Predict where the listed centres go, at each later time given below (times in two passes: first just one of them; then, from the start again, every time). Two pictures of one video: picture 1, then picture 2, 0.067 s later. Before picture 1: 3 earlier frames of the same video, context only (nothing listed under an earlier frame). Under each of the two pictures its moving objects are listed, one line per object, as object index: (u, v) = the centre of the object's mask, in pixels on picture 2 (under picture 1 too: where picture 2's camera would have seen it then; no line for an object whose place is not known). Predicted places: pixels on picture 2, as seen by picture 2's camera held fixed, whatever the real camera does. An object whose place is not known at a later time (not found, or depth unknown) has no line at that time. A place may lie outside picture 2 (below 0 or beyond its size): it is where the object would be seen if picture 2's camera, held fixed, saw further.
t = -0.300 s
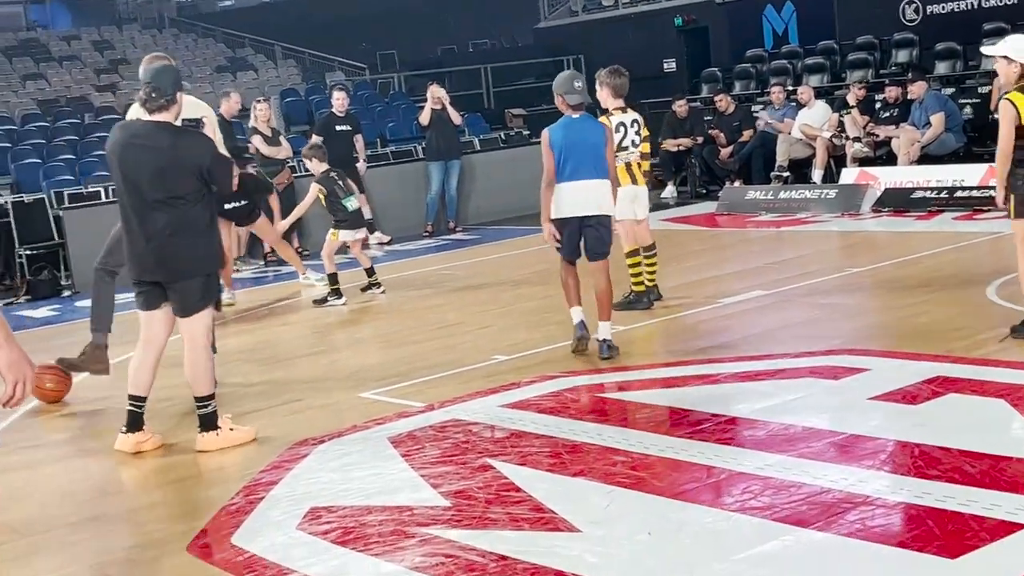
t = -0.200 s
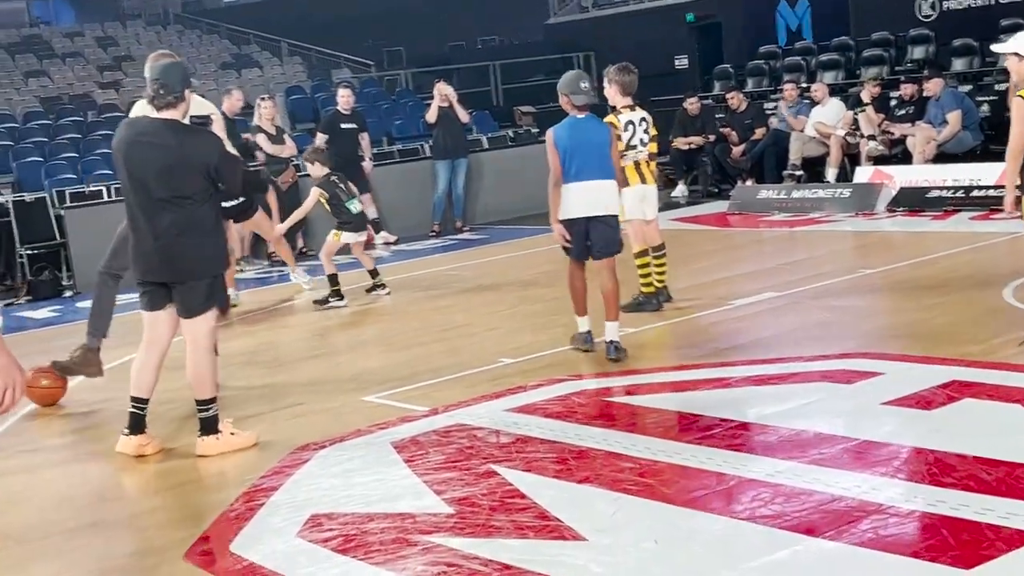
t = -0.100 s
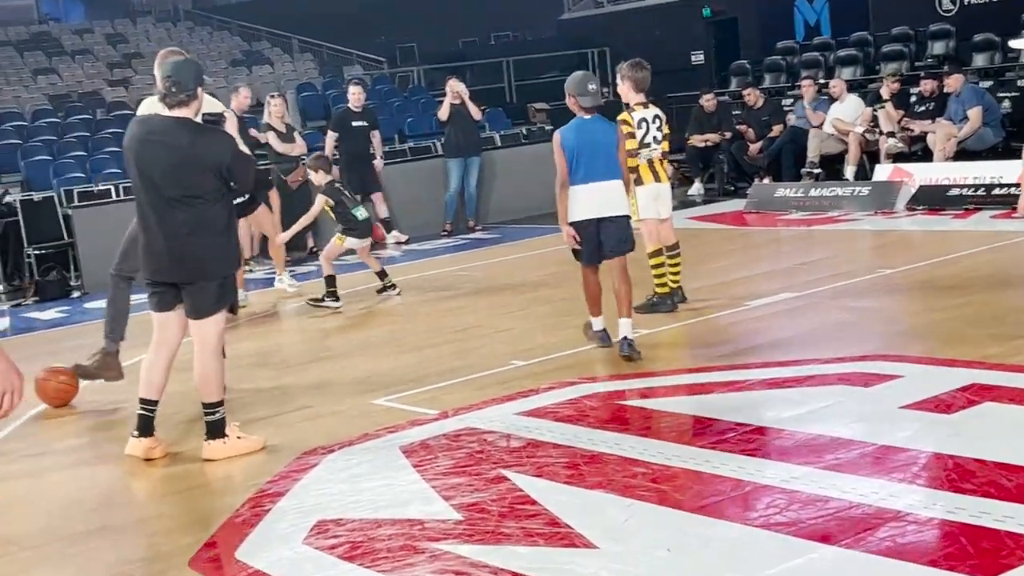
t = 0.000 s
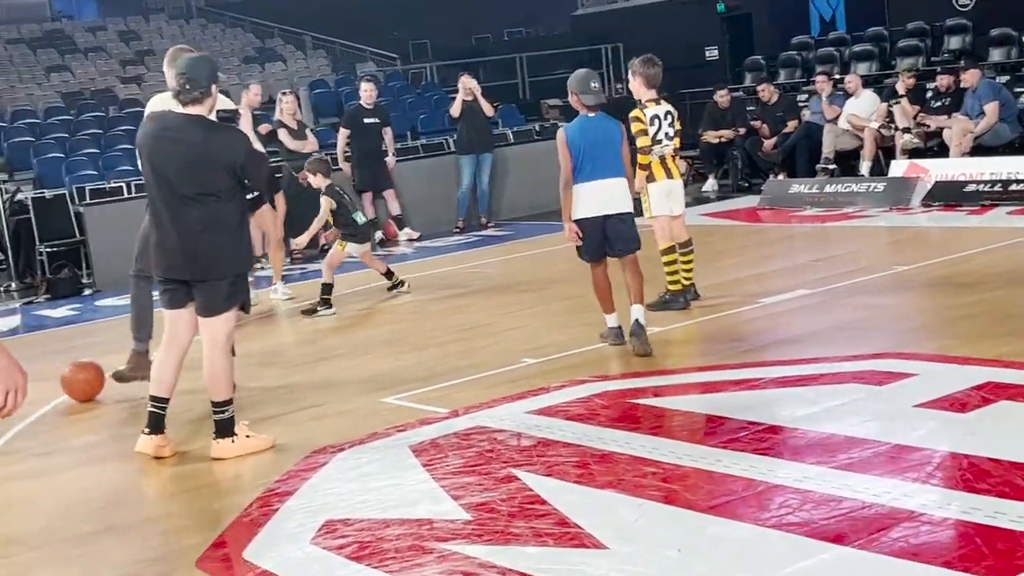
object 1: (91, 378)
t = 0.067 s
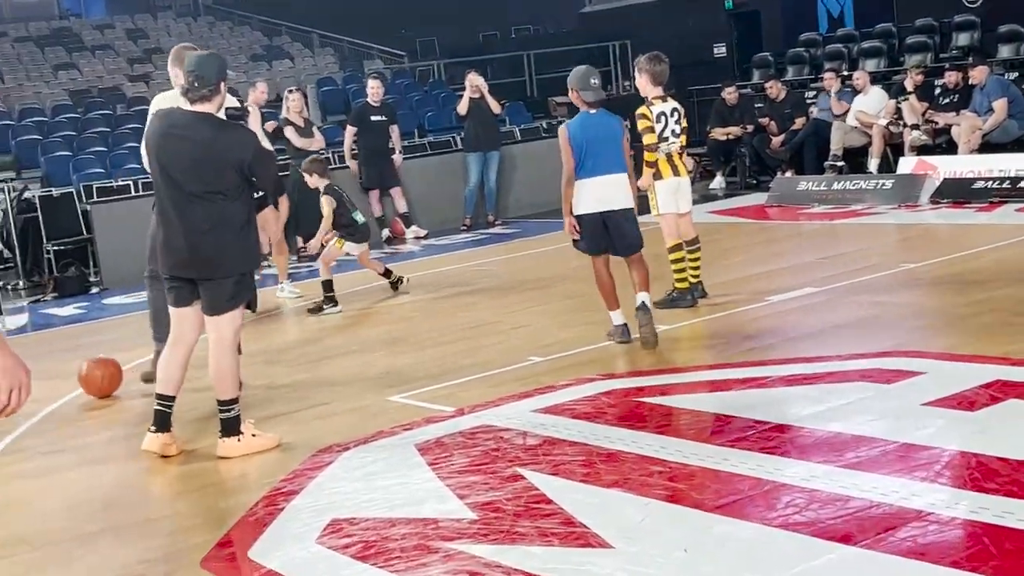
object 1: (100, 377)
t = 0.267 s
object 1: (131, 371)
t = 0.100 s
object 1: (105, 376)
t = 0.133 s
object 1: (110, 375)
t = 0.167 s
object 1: (115, 374)
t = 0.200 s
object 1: (121, 373)
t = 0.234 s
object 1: (126, 372)
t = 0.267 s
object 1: (131, 371)
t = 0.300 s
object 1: (135, 370)
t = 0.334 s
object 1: (138, 369)
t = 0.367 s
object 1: (142, 367)
